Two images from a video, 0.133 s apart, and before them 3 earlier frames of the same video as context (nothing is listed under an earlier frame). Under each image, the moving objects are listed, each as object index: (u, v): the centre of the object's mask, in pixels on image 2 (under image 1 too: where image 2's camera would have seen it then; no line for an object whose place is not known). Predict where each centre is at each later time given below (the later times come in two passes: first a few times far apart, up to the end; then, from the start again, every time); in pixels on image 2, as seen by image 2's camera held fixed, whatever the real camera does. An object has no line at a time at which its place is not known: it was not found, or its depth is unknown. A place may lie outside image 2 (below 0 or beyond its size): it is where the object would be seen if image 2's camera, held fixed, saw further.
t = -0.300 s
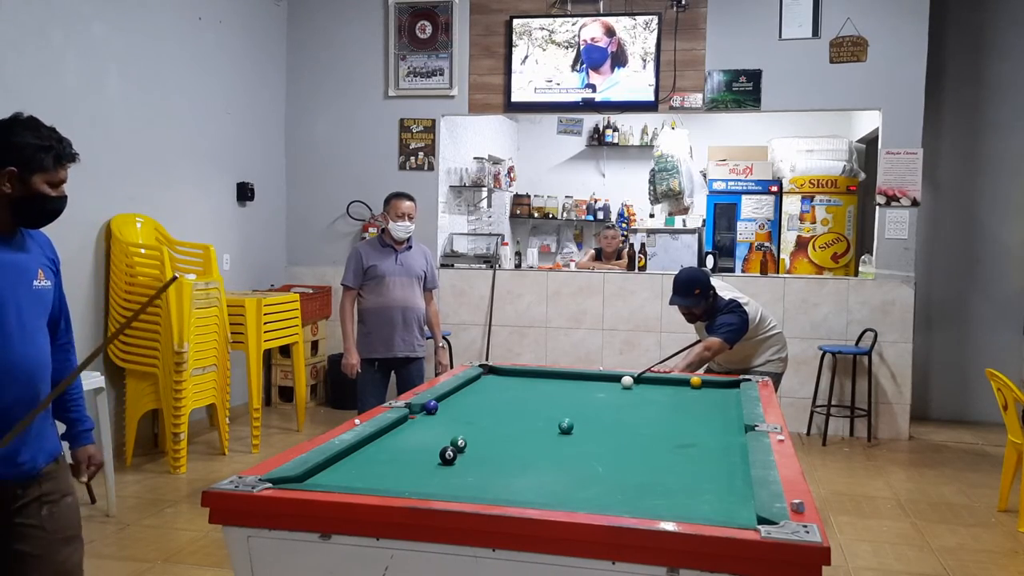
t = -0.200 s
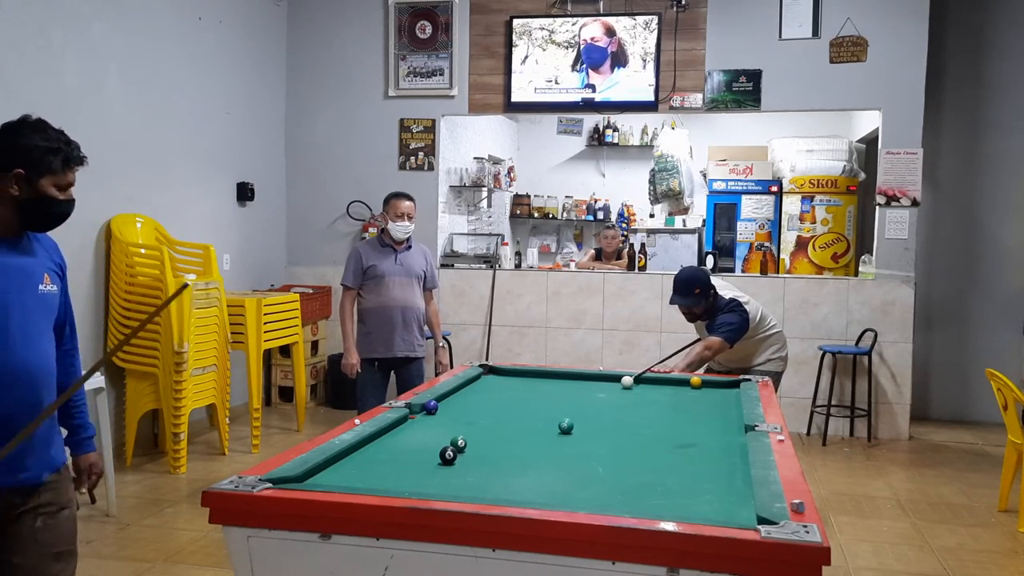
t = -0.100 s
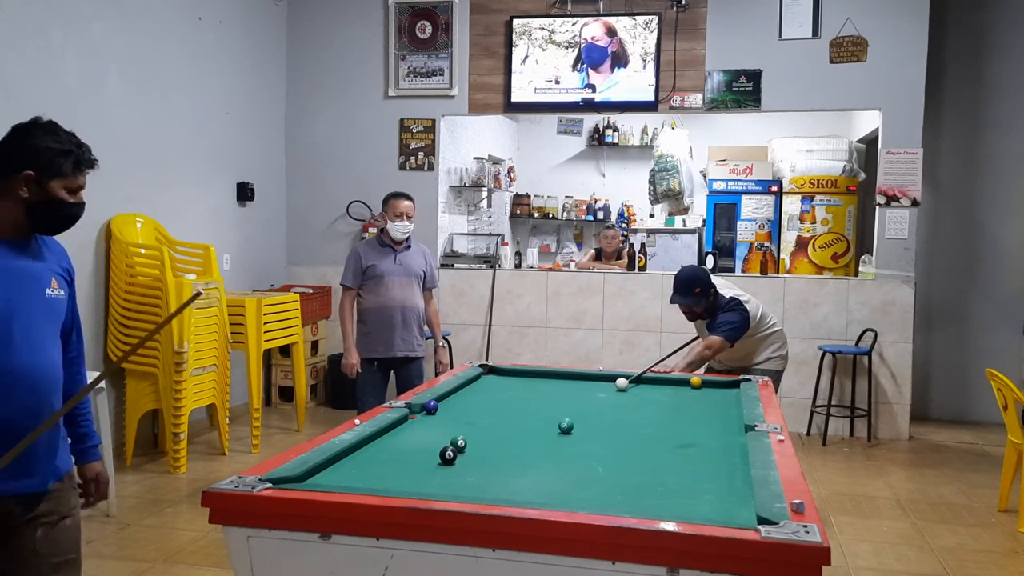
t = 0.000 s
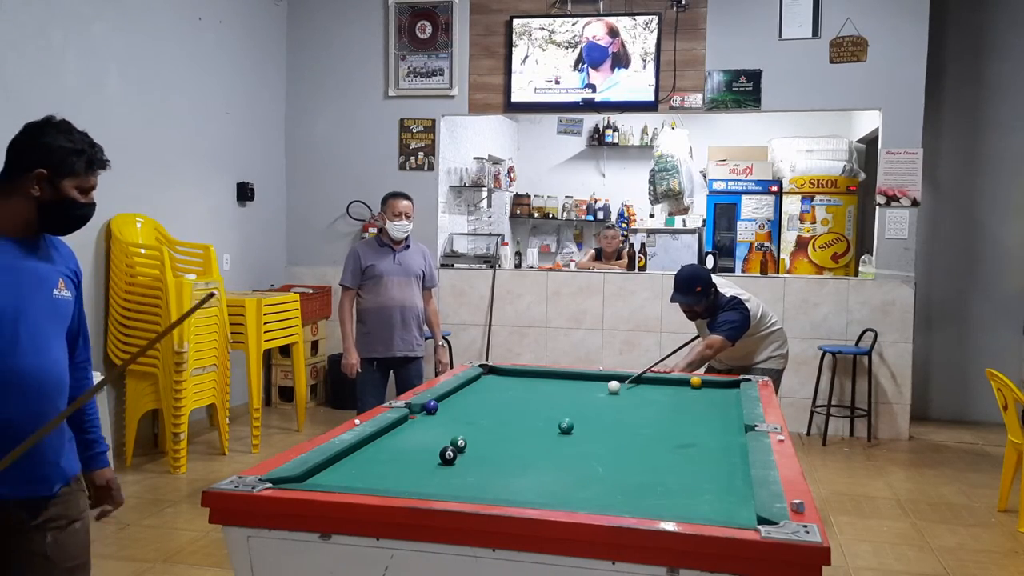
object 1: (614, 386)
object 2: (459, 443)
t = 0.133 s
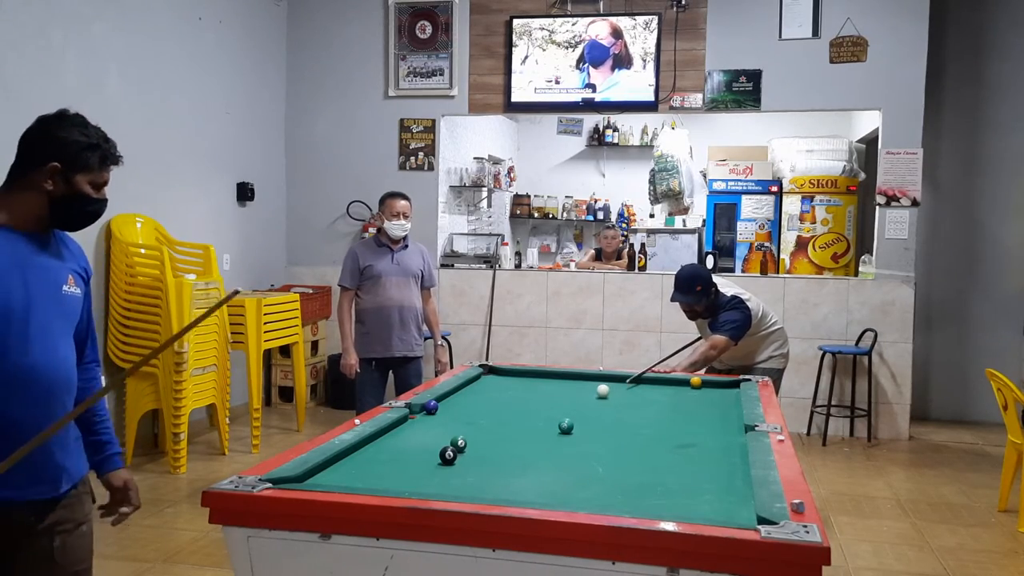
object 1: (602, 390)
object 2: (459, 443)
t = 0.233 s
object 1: (594, 393)
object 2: (459, 443)
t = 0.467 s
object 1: (573, 401)
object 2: (459, 443)
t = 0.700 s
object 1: (551, 410)
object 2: (459, 443)
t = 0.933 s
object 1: (528, 419)
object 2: (460, 443)
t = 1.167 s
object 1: (502, 427)
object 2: (458, 443)
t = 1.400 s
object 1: (475, 438)
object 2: (459, 443)
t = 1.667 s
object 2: (430, 452)
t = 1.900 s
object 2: (403, 460)
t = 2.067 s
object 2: (384, 466)
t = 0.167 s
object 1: (600, 391)
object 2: (459, 443)
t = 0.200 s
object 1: (597, 392)
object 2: (459, 443)
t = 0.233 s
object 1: (594, 393)
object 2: (459, 443)
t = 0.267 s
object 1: (591, 395)
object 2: (459, 443)
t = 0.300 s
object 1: (588, 396)
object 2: (459, 443)
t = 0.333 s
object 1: (585, 397)
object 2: (459, 443)
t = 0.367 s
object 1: (582, 398)
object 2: (459, 443)
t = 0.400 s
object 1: (579, 399)
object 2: (459, 443)
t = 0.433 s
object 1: (576, 400)
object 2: (459, 443)
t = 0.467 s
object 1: (573, 401)
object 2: (459, 443)
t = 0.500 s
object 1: (570, 403)
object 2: (459, 443)
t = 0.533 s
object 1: (567, 404)
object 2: (459, 443)
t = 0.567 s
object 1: (564, 405)
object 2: (459, 443)
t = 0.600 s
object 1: (561, 406)
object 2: (459, 443)
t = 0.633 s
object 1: (557, 407)
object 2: (459, 443)
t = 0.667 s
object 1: (554, 408)
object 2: (459, 443)
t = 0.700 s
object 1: (551, 410)
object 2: (459, 443)
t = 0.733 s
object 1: (548, 411)
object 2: (459, 443)
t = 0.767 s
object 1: (544, 412)
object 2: (459, 443)
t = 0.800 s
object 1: (541, 413)
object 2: (459, 443)
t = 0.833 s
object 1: (538, 415)
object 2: (459, 443)
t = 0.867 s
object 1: (534, 416)
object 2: (459, 443)
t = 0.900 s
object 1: (531, 417)
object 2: (459, 443)
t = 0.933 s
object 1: (528, 419)
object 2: (460, 443)
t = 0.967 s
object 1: (524, 420)
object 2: (460, 443)
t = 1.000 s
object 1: (520, 421)
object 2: (459, 443)
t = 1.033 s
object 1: (517, 422)
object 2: (459, 443)
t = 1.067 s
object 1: (513, 422)
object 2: (458, 442)
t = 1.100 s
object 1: (509, 424)
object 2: (458, 442)
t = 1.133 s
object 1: (506, 426)
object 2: (459, 442)
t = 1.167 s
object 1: (502, 427)
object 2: (458, 443)
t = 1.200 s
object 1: (498, 429)
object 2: (458, 443)
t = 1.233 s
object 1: (495, 431)
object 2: (459, 443)
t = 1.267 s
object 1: (491, 432)
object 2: (459, 443)
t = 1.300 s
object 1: (487, 434)
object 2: (459, 443)
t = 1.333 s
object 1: (483, 435)
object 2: (459, 443)
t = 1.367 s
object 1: (479, 436)
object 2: (459, 443)
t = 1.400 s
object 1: (475, 438)
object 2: (459, 443)
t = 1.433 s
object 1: (472, 439)
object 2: (459, 443)
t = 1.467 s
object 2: (456, 443)
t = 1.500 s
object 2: (450, 443)
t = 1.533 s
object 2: (445, 444)
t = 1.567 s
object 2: (441, 446)
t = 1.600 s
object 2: (438, 449)
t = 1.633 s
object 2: (434, 450)
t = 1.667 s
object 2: (430, 452)
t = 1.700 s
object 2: (427, 453)
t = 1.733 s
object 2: (423, 454)
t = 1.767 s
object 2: (419, 455)
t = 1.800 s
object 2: (415, 456)
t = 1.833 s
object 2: (411, 457)
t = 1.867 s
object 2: (407, 459)
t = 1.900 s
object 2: (403, 460)
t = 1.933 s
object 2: (399, 461)
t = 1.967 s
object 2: (395, 462)
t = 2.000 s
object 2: (392, 463)
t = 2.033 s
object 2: (388, 465)
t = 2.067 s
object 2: (384, 466)
